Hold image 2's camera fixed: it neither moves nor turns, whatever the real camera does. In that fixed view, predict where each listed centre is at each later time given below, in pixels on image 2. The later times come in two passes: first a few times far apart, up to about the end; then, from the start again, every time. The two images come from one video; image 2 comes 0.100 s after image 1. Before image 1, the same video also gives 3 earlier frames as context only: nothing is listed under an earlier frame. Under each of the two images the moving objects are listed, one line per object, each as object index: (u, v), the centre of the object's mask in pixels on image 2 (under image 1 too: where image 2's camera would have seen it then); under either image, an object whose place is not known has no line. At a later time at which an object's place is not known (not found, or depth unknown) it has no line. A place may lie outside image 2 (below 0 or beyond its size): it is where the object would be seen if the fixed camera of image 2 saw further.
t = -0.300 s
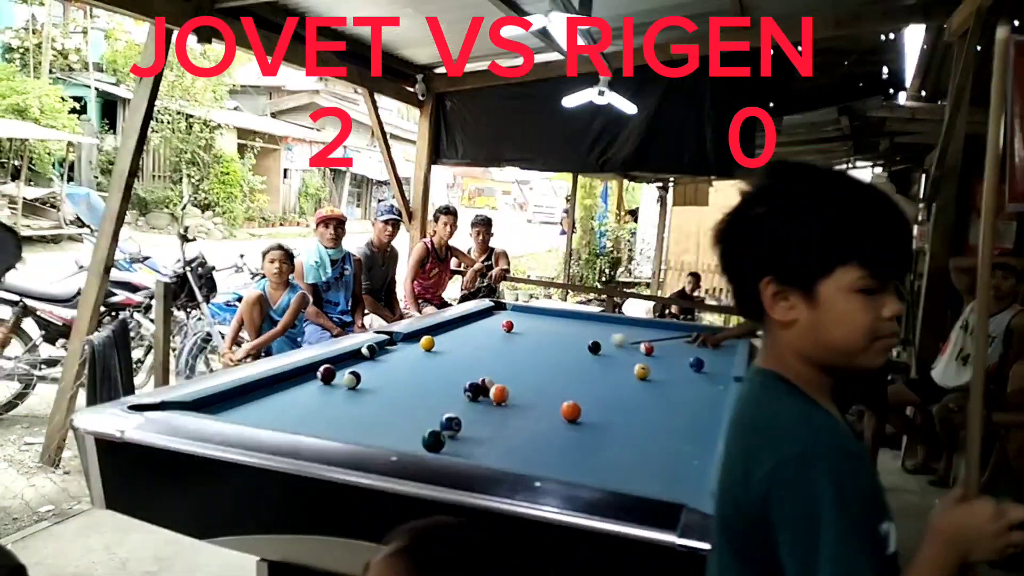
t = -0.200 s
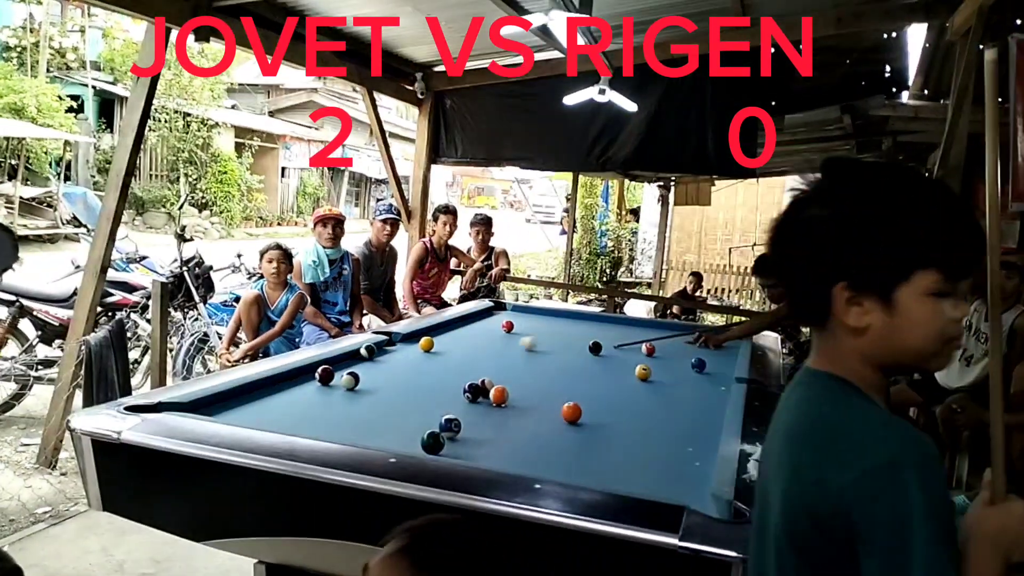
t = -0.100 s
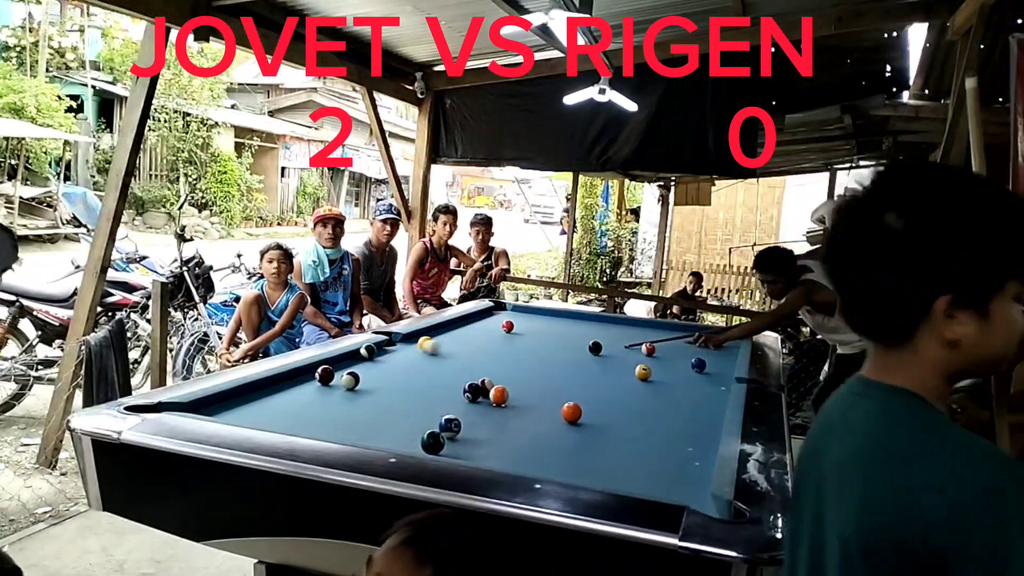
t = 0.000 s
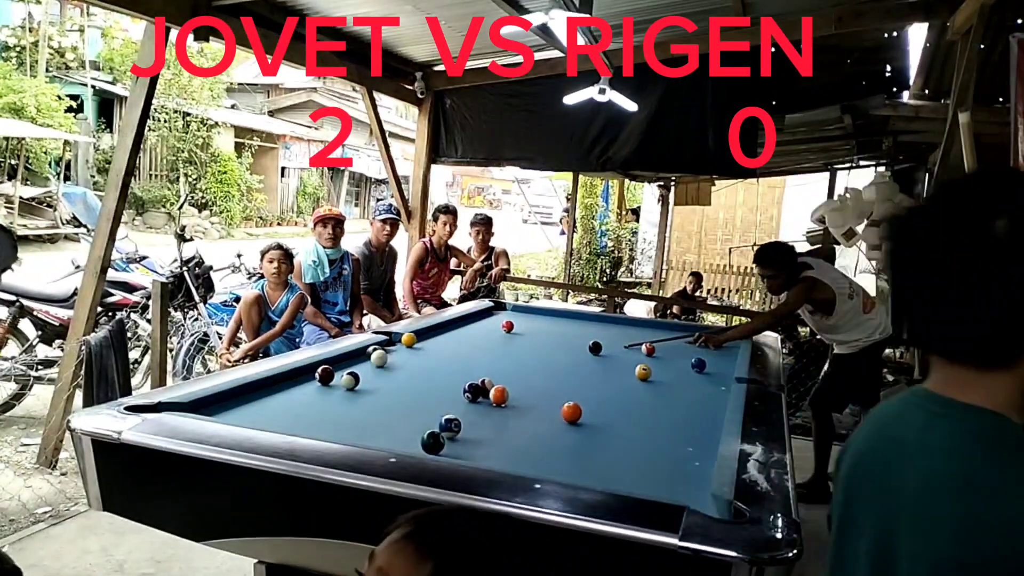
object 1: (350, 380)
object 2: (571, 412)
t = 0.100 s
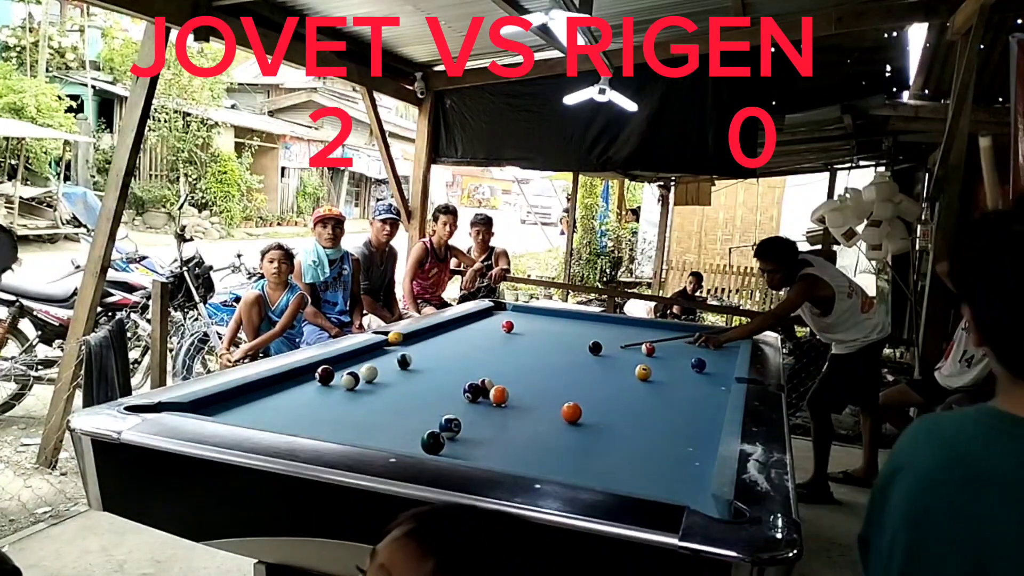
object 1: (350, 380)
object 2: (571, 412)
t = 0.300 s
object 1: (292, 386)
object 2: (571, 412)
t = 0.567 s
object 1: (236, 398)
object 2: (571, 412)
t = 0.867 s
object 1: (224, 412)
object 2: (571, 412)
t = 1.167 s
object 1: (253, 415)
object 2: (571, 412)
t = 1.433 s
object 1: (292, 413)
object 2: (571, 412)
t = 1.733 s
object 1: (331, 409)
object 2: (562, 406)
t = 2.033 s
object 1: (365, 406)
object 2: (549, 401)
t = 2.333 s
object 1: (396, 403)
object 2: (538, 396)
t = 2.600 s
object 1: (420, 398)
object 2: (530, 393)
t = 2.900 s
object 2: (523, 389)
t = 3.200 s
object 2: (517, 386)
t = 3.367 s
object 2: (514, 385)
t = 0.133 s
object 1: (349, 380)
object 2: (571, 412)
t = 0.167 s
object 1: (337, 381)
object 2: (571, 412)
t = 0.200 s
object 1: (325, 383)
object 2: (571, 412)
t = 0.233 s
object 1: (313, 384)
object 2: (571, 412)
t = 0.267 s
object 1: (302, 385)
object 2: (571, 412)
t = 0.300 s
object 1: (292, 386)
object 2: (571, 412)
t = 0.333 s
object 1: (283, 388)
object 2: (571, 412)
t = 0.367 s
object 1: (272, 389)
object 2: (571, 412)
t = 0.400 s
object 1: (262, 390)
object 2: (571, 412)
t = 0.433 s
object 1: (252, 391)
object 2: (571, 412)
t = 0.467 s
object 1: (242, 393)
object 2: (571, 412)
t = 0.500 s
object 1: (239, 394)
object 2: (571, 412)
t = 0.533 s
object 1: (238, 396)
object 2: (571, 412)
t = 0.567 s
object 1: (236, 398)
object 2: (571, 412)
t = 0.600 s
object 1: (235, 400)
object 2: (572, 412)
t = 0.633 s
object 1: (233, 401)
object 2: (572, 412)
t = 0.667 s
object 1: (232, 403)
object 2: (571, 412)
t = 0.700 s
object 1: (231, 405)
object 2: (571, 412)
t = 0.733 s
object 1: (229, 407)
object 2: (571, 412)
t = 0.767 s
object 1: (228, 408)
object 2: (571, 412)
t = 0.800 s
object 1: (226, 409)
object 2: (571, 412)
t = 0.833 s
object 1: (225, 410)
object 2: (571, 412)
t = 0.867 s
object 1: (224, 412)
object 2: (571, 412)
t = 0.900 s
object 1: (222, 412)
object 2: (571, 412)
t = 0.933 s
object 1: (221, 413)
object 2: (571, 412)
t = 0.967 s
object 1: (221, 414)
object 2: (571, 412)
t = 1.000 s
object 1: (227, 414)
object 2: (571, 412)
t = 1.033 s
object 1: (232, 414)
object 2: (571, 412)
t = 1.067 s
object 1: (238, 415)
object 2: (571, 412)
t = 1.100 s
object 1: (243, 415)
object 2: (571, 412)
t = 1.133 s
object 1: (248, 415)
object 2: (571, 412)
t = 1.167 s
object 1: (253, 415)
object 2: (571, 412)
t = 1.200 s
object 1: (258, 415)
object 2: (571, 412)
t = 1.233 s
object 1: (263, 415)
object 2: (571, 412)
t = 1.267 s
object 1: (268, 415)
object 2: (571, 412)
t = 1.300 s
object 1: (273, 415)
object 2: (571, 412)
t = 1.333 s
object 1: (278, 415)
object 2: (571, 412)
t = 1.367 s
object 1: (282, 414)
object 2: (571, 412)
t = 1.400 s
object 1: (287, 414)
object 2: (571, 412)
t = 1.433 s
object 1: (292, 413)
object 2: (571, 412)
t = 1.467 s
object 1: (296, 413)
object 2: (571, 412)
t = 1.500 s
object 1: (301, 412)
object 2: (570, 412)
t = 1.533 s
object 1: (305, 412)
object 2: (568, 410)
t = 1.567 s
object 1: (310, 411)
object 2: (566, 407)
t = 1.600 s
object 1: (314, 411)
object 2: (566, 405)
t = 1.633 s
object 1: (318, 410)
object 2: (566, 404)
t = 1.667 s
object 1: (322, 410)
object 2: (566, 405)
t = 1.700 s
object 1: (327, 410)
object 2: (565, 405)
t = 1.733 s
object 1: (331, 409)
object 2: (562, 406)
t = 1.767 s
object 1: (335, 409)
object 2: (560, 406)
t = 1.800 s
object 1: (339, 409)
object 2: (558, 406)
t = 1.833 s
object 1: (343, 408)
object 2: (557, 405)
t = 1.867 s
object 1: (347, 408)
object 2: (556, 404)
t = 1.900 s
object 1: (350, 407)
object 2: (554, 404)
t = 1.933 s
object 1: (354, 407)
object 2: (553, 403)
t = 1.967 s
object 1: (358, 407)
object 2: (552, 401)
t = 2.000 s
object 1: (362, 406)
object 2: (550, 401)
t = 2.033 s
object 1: (365, 406)
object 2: (549, 401)
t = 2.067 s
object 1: (369, 406)
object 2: (548, 400)
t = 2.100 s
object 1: (372, 405)
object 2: (547, 399)
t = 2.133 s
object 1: (376, 405)
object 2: (545, 398)
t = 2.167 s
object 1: (379, 405)
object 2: (544, 397)
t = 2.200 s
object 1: (383, 404)
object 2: (543, 397)
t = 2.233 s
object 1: (386, 404)
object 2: (542, 397)
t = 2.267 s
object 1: (389, 404)
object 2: (541, 397)
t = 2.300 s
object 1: (393, 403)
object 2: (539, 397)
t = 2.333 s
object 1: (396, 403)
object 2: (538, 396)
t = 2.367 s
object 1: (399, 403)
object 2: (537, 396)
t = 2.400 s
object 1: (402, 403)
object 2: (536, 395)
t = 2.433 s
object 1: (405, 402)
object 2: (535, 395)
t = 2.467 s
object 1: (408, 402)
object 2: (534, 394)
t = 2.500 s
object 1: (411, 402)
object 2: (533, 394)
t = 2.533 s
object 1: (414, 401)
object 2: (532, 394)
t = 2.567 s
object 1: (416, 400)
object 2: (531, 393)
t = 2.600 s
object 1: (420, 398)
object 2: (530, 393)
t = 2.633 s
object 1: (424, 398)
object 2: (529, 392)
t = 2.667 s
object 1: (426, 400)
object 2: (528, 392)
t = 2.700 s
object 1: (428, 400)
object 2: (527, 391)
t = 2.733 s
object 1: (431, 400)
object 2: (527, 391)
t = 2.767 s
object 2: (526, 390)
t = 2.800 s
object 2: (525, 390)
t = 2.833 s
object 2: (524, 390)
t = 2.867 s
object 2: (523, 389)
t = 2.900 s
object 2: (523, 389)
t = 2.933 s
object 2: (522, 389)
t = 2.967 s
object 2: (521, 388)
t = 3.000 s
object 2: (521, 388)
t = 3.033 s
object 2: (520, 388)
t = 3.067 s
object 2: (519, 388)
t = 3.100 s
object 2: (519, 387)
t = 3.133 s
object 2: (518, 387)
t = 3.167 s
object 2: (517, 387)
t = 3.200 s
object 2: (517, 386)
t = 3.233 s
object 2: (516, 386)
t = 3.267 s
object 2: (516, 386)
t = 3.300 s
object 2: (515, 386)
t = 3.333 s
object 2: (515, 385)
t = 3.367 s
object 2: (514, 385)
